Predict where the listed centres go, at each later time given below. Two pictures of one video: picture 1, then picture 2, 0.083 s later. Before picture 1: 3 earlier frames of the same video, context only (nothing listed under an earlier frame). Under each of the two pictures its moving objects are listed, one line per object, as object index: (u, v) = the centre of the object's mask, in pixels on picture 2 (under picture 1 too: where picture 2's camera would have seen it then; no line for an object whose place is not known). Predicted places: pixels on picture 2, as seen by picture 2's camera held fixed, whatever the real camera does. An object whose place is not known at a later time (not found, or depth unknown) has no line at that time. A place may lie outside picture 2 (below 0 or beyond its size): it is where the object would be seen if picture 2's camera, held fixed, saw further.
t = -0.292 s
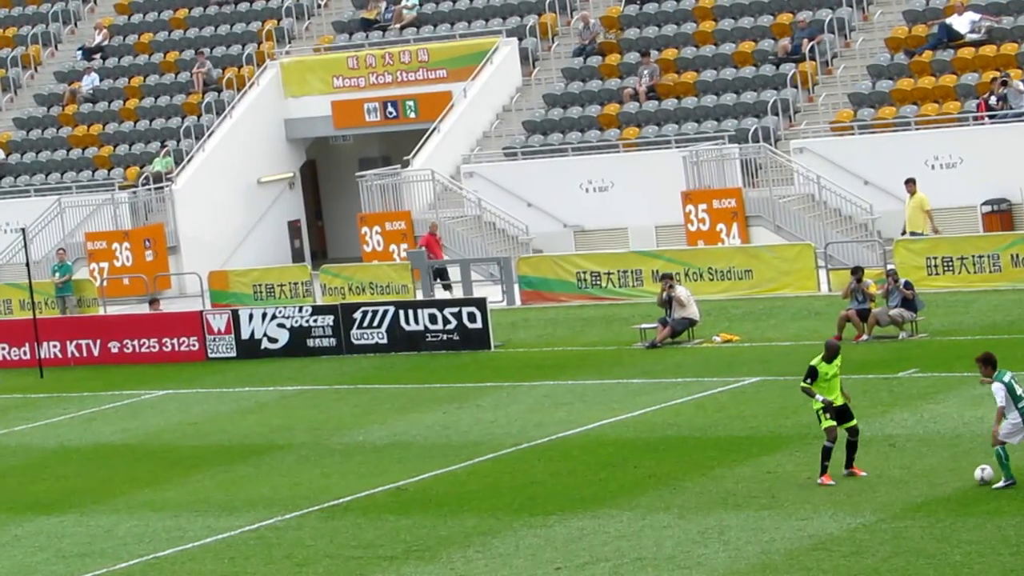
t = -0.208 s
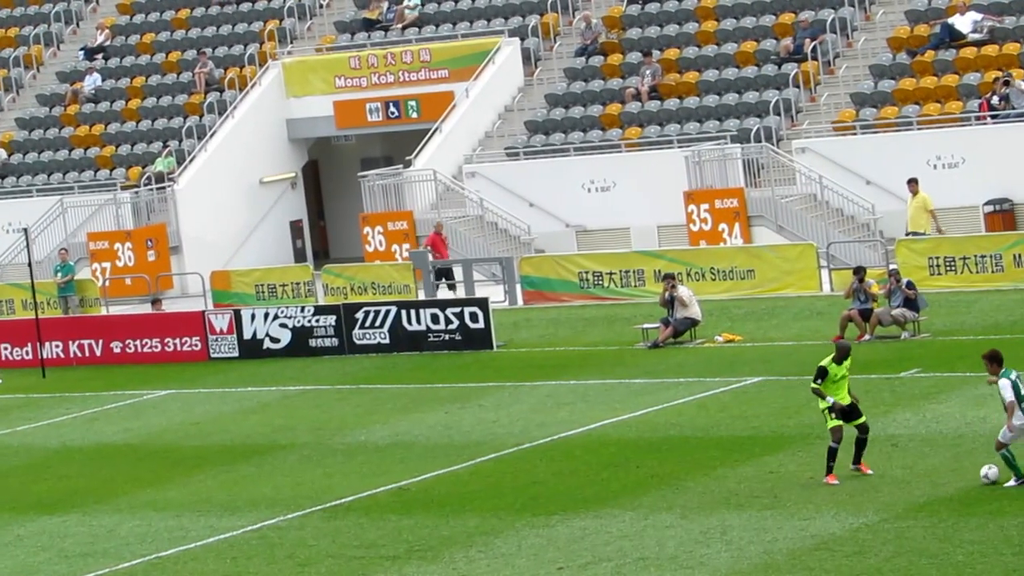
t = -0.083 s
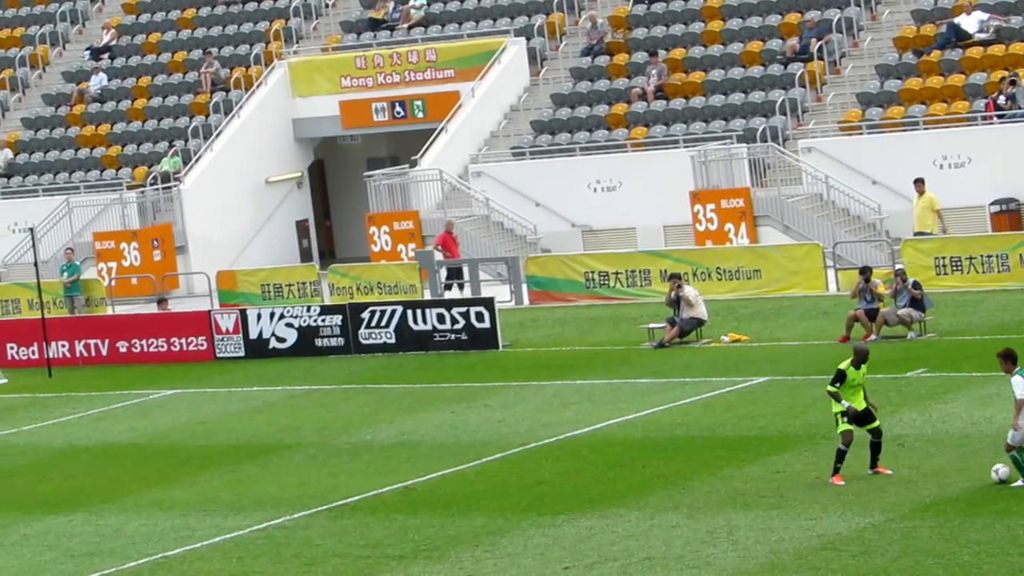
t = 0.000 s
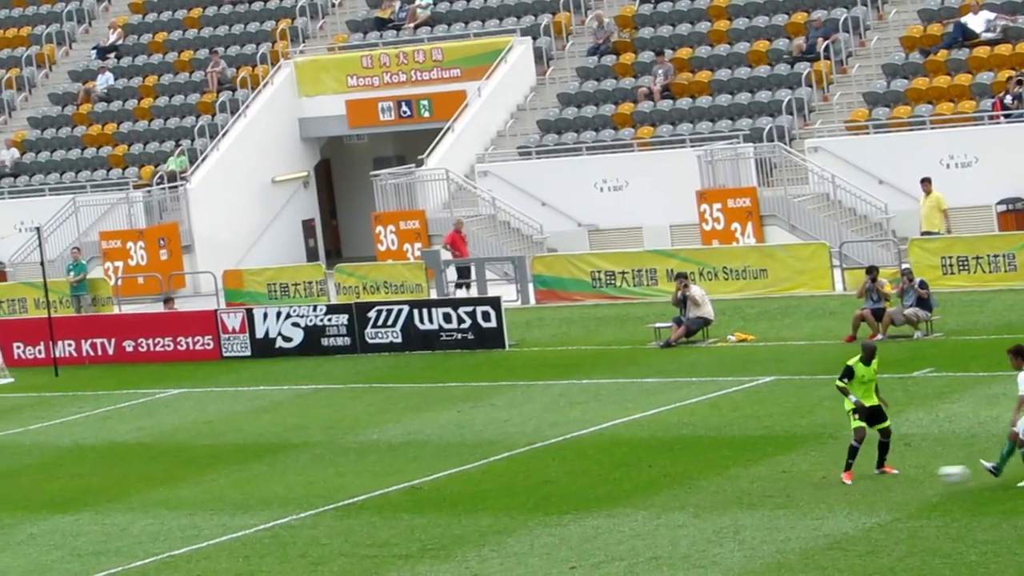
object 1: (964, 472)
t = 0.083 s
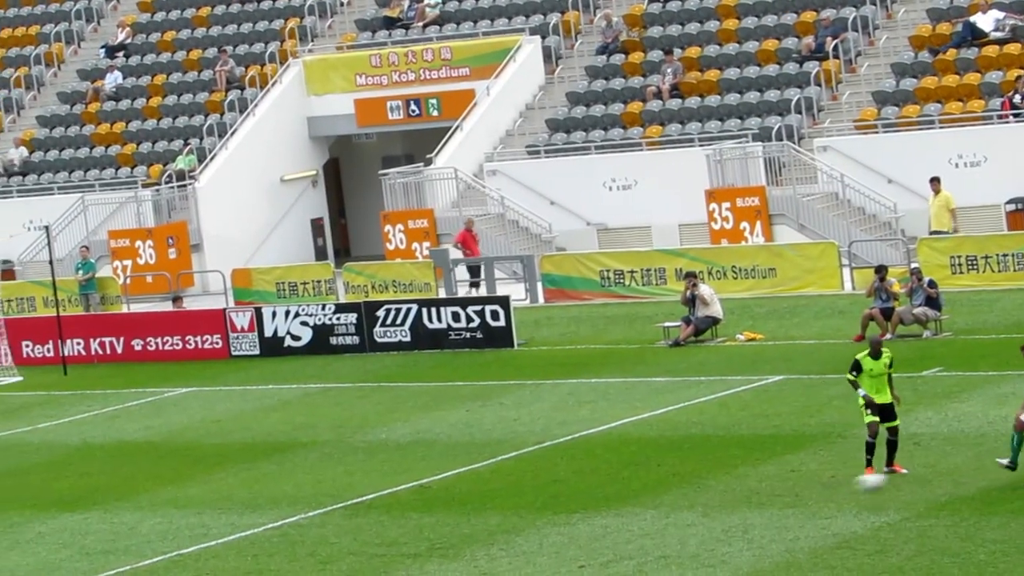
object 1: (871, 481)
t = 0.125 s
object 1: (825, 488)
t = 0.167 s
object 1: (781, 495)
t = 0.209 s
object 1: (735, 507)
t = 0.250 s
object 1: (691, 520)
